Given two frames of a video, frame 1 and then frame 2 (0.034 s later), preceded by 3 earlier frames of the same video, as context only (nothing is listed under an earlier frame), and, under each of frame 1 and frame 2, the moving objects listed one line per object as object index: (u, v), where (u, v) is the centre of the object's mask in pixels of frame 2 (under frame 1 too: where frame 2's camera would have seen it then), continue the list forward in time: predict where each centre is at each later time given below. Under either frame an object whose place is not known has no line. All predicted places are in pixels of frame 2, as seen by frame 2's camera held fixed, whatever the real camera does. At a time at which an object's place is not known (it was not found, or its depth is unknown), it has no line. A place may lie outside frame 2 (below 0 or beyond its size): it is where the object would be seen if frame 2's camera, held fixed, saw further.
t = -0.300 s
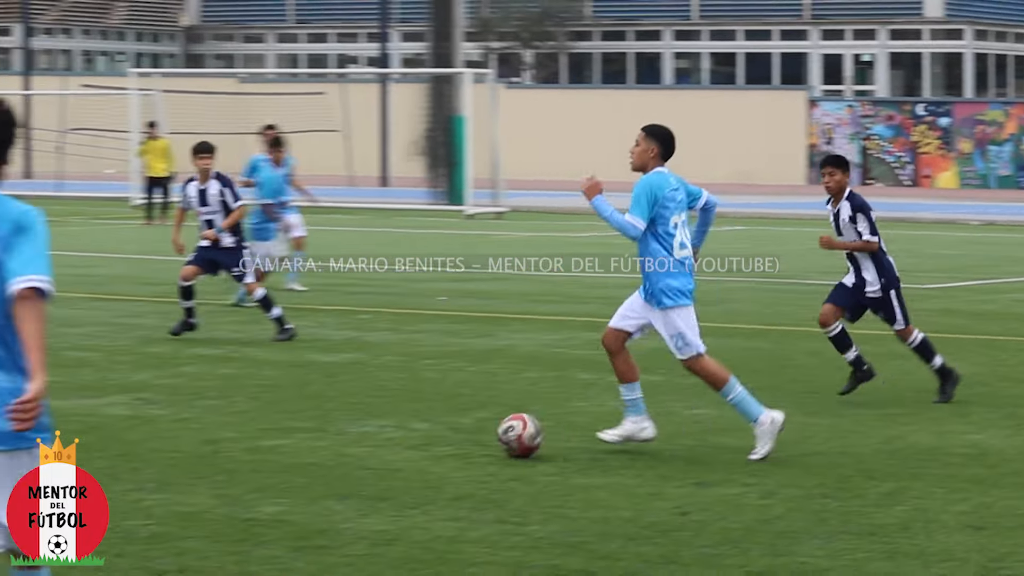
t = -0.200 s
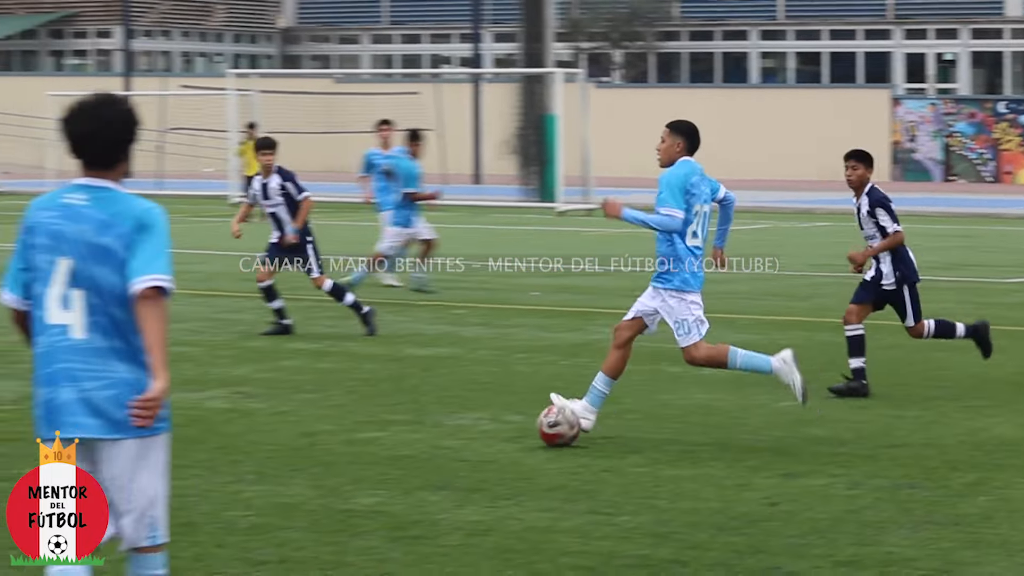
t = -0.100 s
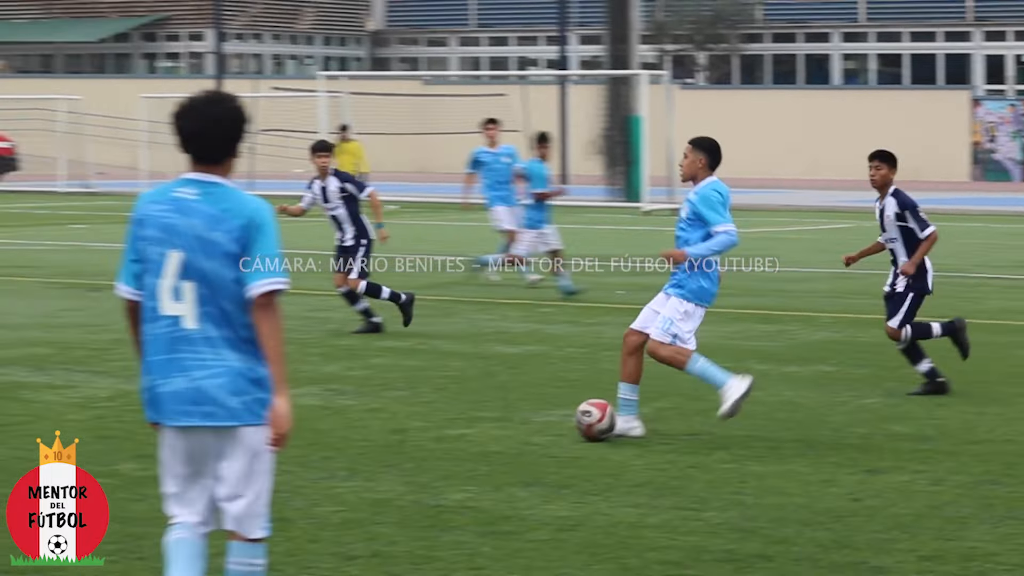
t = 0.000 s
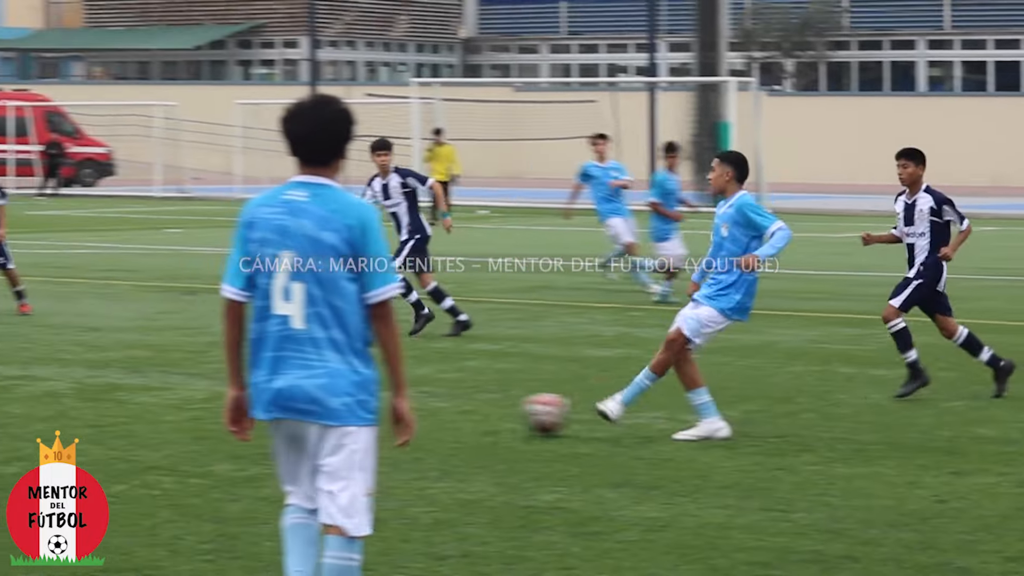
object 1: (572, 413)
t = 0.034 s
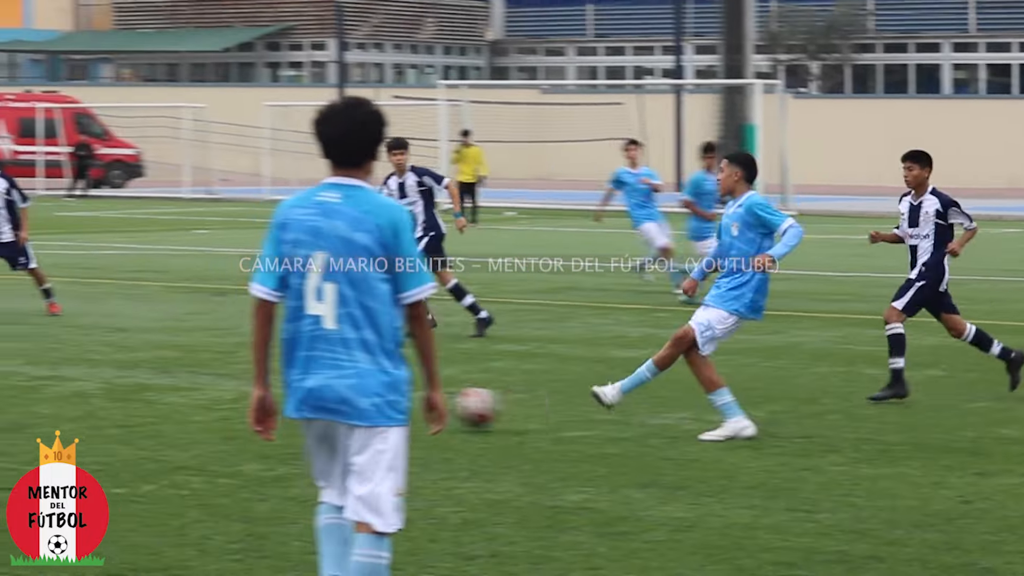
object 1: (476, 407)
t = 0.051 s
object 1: (422, 403)
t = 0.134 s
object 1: (210, 398)
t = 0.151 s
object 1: (169, 394)
